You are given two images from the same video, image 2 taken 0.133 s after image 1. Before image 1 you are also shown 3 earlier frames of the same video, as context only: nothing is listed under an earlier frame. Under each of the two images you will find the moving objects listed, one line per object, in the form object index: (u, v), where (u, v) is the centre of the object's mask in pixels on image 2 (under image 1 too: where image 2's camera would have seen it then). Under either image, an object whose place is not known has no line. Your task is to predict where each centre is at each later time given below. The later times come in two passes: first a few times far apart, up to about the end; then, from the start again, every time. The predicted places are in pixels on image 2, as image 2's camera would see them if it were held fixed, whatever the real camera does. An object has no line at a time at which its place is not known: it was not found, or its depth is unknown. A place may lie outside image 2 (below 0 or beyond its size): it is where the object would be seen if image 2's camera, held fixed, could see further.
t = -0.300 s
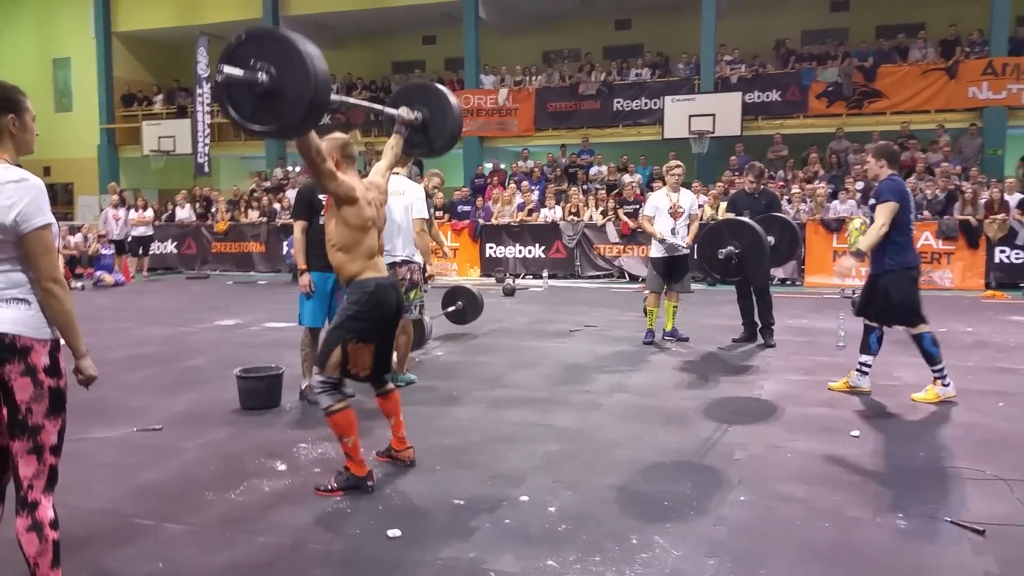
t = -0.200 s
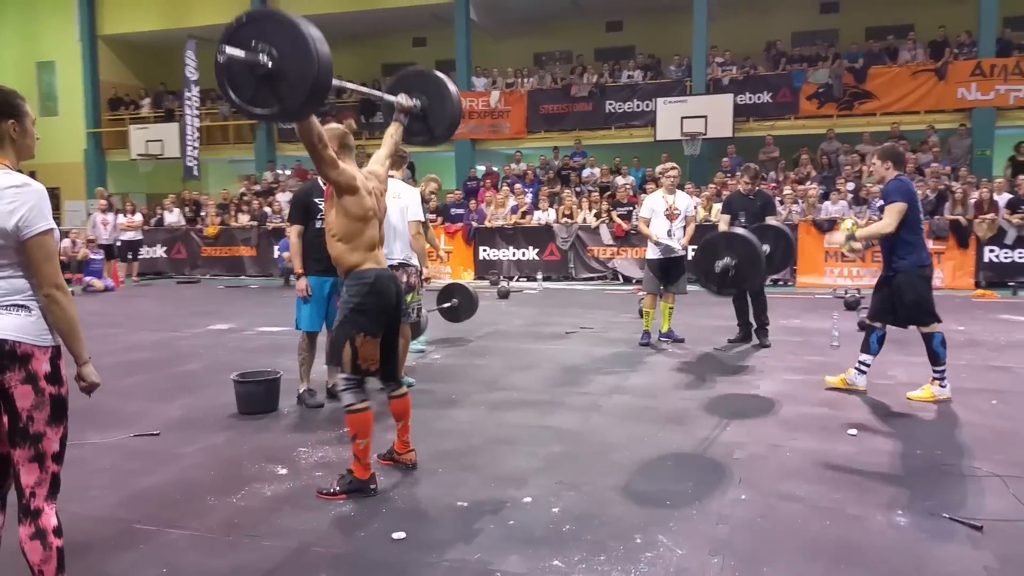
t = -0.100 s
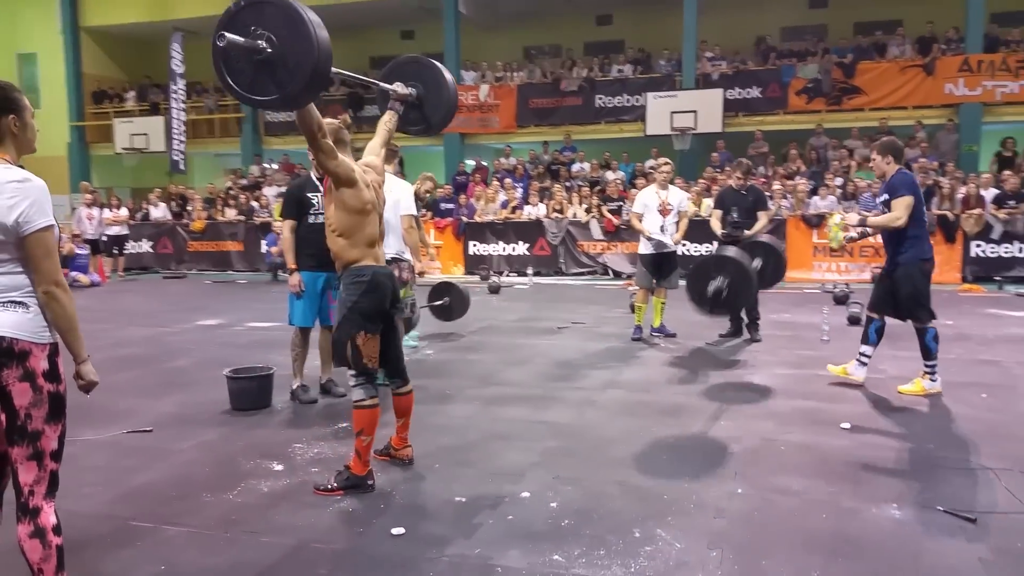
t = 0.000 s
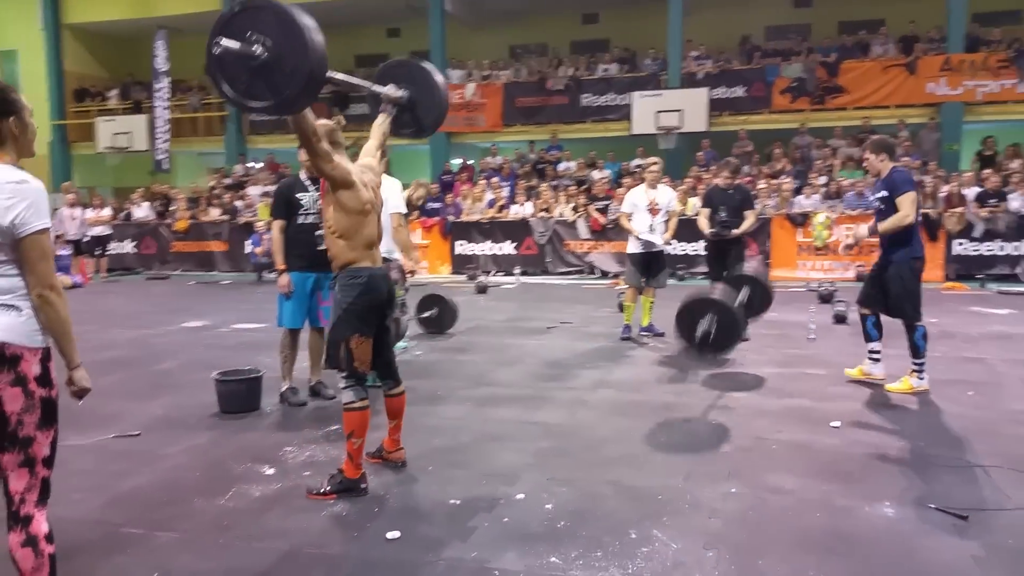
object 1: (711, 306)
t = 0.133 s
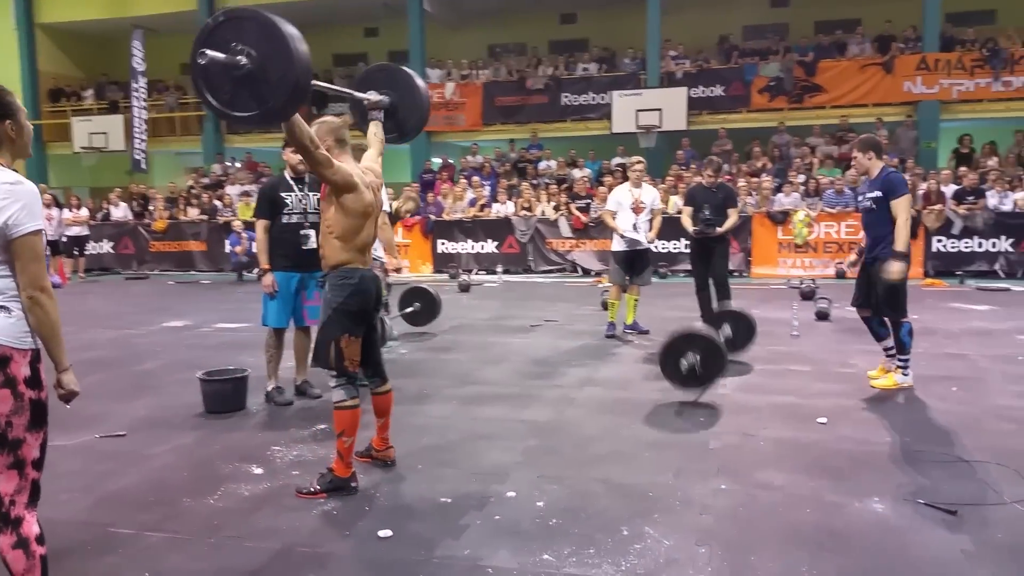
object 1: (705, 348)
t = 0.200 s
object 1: (705, 329)
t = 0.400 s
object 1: (704, 304)
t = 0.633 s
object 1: (699, 342)
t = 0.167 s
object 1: (705, 337)
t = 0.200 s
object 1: (705, 329)
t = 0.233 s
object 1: (705, 321)
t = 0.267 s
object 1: (705, 314)
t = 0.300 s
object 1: (705, 310)
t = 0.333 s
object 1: (705, 307)
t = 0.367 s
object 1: (705, 305)
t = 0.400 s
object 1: (704, 304)
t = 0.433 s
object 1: (704, 305)
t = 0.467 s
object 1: (703, 308)
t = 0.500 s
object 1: (703, 311)
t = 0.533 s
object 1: (702, 317)
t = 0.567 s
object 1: (701, 323)
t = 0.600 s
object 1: (700, 333)
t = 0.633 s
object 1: (699, 342)
